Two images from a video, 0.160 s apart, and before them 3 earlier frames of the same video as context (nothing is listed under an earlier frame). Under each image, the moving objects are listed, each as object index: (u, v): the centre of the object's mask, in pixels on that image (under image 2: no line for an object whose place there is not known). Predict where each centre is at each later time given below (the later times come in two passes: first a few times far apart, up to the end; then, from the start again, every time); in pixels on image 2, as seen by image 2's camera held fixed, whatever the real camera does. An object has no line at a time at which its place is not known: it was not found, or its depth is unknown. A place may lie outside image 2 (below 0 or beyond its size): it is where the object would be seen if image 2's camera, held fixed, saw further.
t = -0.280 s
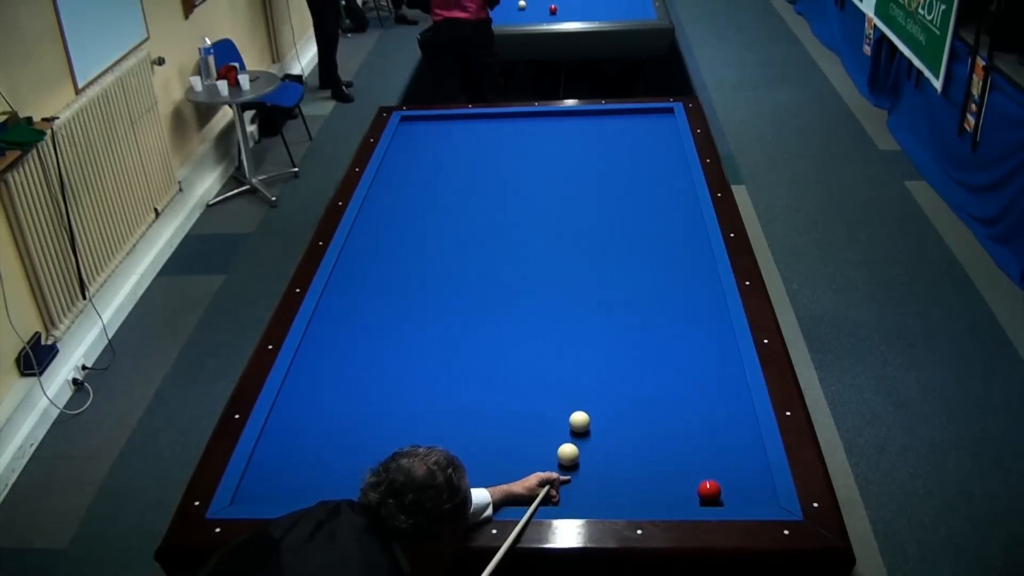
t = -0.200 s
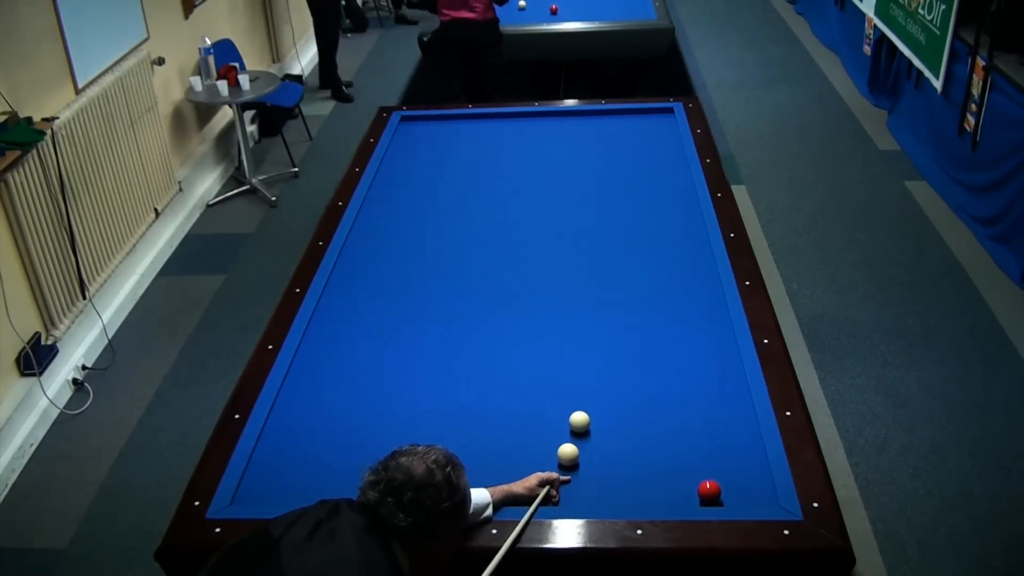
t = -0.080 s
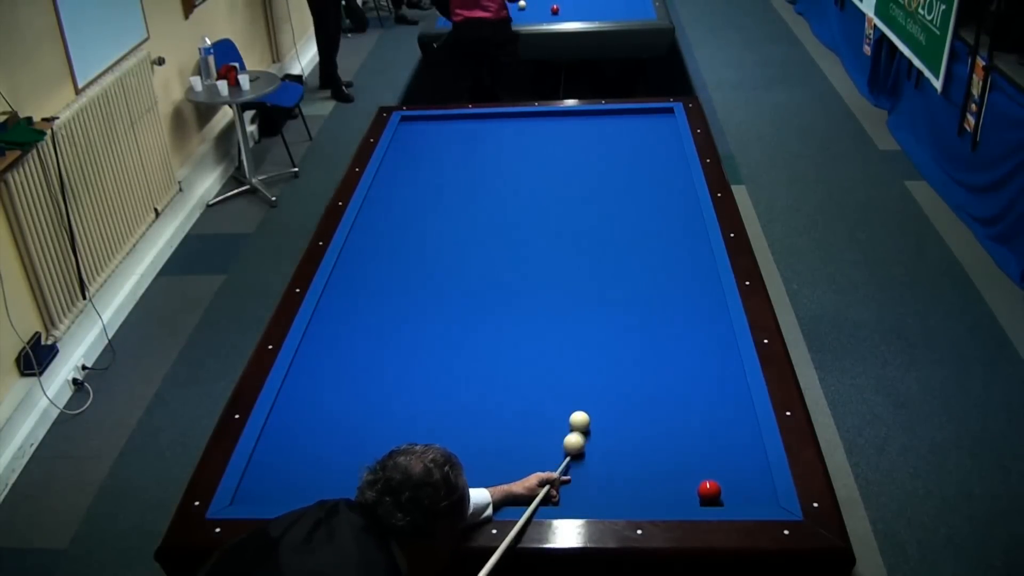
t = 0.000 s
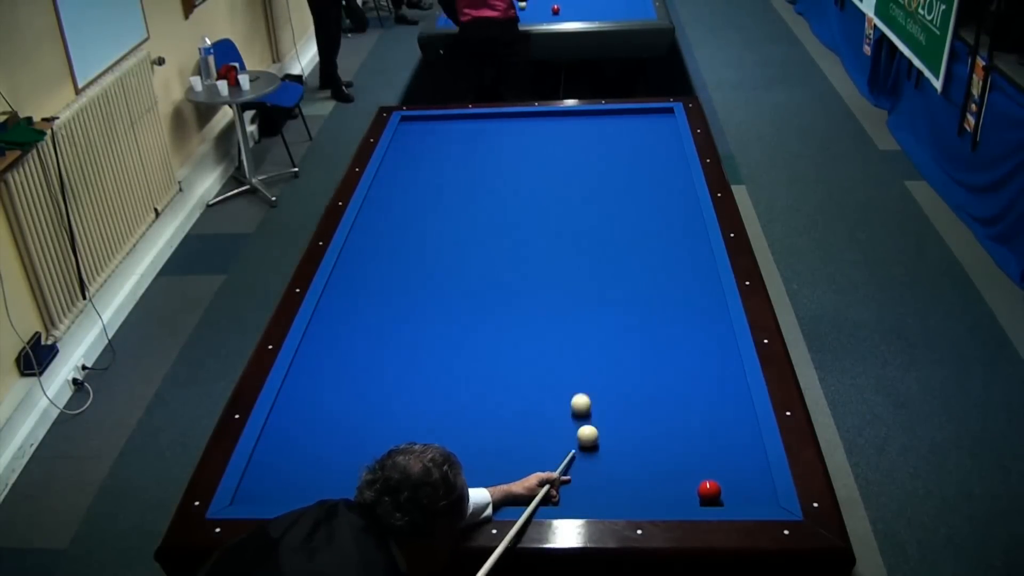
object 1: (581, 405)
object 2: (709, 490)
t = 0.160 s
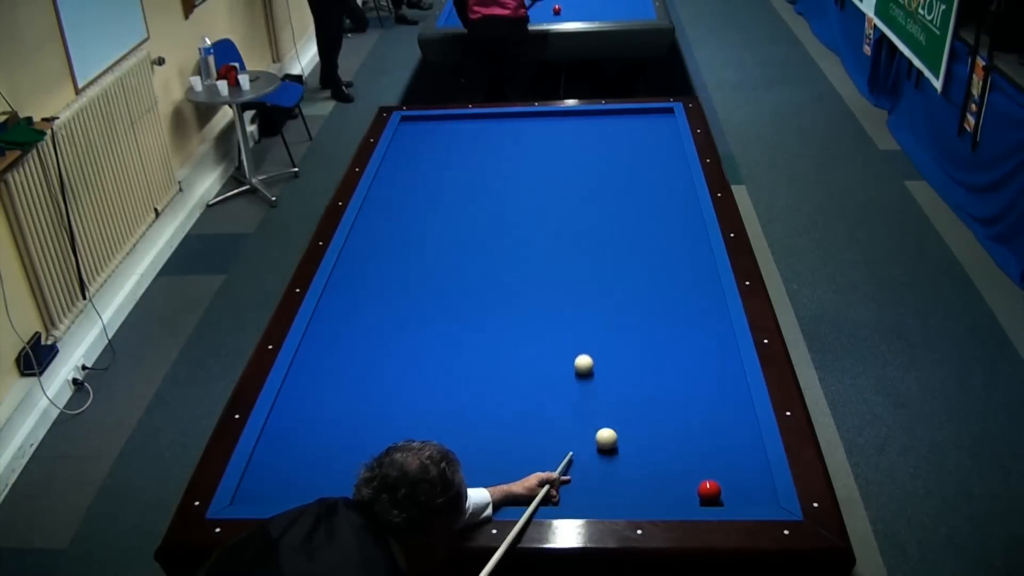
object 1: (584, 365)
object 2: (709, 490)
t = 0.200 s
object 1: (584, 356)
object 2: (709, 490)
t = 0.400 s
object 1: (587, 320)
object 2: (709, 490)
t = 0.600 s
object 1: (589, 288)
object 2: (709, 490)
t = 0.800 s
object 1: (591, 260)
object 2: (709, 491)
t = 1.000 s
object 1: (593, 234)
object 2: (709, 491)
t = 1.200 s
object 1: (595, 212)
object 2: (709, 491)
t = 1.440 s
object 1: (597, 187)
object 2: (709, 490)
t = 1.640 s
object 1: (598, 169)
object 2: (709, 490)
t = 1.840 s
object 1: (599, 152)
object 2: (709, 490)
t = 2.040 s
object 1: (600, 137)
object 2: (709, 490)
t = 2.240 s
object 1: (601, 122)
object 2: (709, 491)
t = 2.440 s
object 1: (602, 114)
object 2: (709, 491)
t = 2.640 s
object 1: (604, 123)
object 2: (705, 491)
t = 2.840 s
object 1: (606, 131)
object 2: (701, 491)
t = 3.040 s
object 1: (608, 139)
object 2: (697, 492)
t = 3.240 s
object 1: (610, 147)
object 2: (694, 491)
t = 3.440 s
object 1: (612, 155)
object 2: (691, 492)
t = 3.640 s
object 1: (614, 164)
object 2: (690, 492)
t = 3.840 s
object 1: (618, 172)
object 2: (689, 492)
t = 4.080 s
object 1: (619, 183)
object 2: (691, 492)
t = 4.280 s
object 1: (621, 193)
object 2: (688, 492)
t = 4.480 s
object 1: (624, 202)
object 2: (689, 492)
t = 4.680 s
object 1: (626, 211)
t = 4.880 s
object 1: (629, 221)
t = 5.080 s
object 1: (631, 231)
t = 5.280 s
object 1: (633, 241)
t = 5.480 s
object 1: (636, 251)
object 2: (689, 491)
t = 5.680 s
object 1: (639, 262)
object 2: (689, 492)
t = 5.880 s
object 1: (641, 272)
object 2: (689, 492)
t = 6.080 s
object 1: (644, 282)
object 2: (689, 492)
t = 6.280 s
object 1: (647, 293)
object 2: (689, 492)
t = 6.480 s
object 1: (649, 304)
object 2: (689, 492)
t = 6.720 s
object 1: (653, 317)
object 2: (689, 492)
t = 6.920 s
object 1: (656, 328)
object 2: (689, 492)
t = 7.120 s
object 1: (659, 339)
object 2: (689, 492)
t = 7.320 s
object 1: (662, 350)
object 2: (689, 492)
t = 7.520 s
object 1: (664, 361)
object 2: (689, 492)
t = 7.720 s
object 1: (667, 372)
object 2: (689, 492)
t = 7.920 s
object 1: (670, 384)
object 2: (689, 492)
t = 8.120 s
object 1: (672, 395)
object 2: (689, 492)
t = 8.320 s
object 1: (674, 406)
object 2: (689, 492)
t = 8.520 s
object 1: (677, 417)
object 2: (689, 492)
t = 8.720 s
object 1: (679, 429)
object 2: (689, 492)
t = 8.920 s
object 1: (682, 439)
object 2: (688, 491)
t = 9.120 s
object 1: (684, 450)
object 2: (687, 491)
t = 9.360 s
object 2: (684, 490)
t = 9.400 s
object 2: (684, 490)
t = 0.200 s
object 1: (584, 356)
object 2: (709, 490)
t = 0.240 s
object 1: (585, 348)
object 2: (709, 490)
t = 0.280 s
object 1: (585, 341)
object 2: (709, 490)
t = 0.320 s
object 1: (586, 334)
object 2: (709, 490)
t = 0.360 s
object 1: (586, 327)
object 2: (709, 490)
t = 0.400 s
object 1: (587, 320)
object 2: (709, 490)
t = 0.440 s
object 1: (587, 313)
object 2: (709, 490)
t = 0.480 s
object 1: (588, 307)
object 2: (709, 490)
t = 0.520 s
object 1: (588, 300)
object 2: (709, 490)
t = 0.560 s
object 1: (589, 294)
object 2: (709, 490)
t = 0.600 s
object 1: (589, 288)
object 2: (709, 490)
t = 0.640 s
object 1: (590, 282)
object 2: (709, 490)
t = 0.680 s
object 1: (590, 276)
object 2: (709, 490)
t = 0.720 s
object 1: (591, 270)
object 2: (709, 490)
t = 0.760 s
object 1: (591, 265)
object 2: (709, 490)
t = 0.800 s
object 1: (591, 260)
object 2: (709, 491)
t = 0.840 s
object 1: (592, 254)
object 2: (709, 491)
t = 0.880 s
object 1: (592, 249)
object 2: (709, 491)
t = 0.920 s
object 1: (592, 244)
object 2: (709, 491)
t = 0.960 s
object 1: (593, 239)
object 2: (709, 491)
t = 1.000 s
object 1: (593, 234)
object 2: (709, 491)
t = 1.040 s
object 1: (594, 230)
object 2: (709, 491)
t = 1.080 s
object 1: (594, 225)
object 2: (709, 491)
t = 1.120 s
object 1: (594, 220)
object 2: (709, 491)
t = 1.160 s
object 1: (594, 216)
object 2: (709, 491)
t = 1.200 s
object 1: (595, 212)
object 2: (709, 491)
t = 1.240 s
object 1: (595, 207)
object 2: (709, 491)
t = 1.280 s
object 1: (595, 203)
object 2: (709, 491)
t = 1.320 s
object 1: (596, 199)
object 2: (709, 491)
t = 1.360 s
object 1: (596, 195)
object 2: (709, 490)
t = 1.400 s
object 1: (596, 191)
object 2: (709, 490)
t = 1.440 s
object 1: (597, 187)
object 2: (709, 490)
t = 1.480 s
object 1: (597, 183)
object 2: (709, 491)
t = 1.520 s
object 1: (597, 179)
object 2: (709, 491)
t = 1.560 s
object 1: (597, 176)
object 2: (709, 490)
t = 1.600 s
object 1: (598, 172)
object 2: (709, 490)
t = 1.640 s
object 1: (598, 169)
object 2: (709, 490)
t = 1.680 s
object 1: (598, 165)
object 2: (709, 490)
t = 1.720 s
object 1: (598, 162)
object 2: (709, 490)
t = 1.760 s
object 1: (599, 159)
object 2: (709, 490)
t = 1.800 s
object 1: (599, 155)
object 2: (709, 490)
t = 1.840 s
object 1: (599, 152)
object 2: (709, 490)
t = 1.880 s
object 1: (599, 149)
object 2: (709, 490)
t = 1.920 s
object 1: (599, 146)
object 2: (709, 490)
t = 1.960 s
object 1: (600, 143)
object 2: (709, 490)
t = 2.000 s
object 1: (600, 140)
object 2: (709, 491)
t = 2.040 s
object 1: (600, 137)
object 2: (709, 490)
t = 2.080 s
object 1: (600, 134)
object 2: (709, 491)
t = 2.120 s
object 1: (600, 131)
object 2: (709, 491)
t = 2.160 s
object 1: (601, 128)
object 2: (709, 491)
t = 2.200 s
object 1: (601, 125)
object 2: (709, 490)
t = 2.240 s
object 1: (601, 122)
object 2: (709, 491)
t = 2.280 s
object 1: (601, 120)
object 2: (709, 490)
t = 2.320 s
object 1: (601, 117)
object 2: (709, 490)
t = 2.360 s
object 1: (601, 114)
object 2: (709, 491)
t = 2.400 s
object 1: (602, 112)
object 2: (709, 491)
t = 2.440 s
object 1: (602, 114)
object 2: (709, 491)
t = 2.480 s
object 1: (603, 116)
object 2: (709, 491)
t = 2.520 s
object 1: (603, 118)
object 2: (708, 491)
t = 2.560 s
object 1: (603, 120)
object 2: (707, 491)
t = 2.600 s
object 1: (604, 121)
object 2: (707, 491)
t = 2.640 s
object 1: (604, 123)
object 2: (705, 491)
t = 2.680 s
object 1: (605, 125)
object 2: (704, 491)
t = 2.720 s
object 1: (605, 126)
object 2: (703, 491)
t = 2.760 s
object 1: (605, 127)
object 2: (703, 491)
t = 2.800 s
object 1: (606, 129)
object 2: (702, 491)
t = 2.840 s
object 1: (606, 131)
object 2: (701, 491)
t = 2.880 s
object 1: (606, 132)
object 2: (700, 492)
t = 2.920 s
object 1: (607, 134)
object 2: (699, 492)
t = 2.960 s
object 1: (608, 135)
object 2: (699, 492)
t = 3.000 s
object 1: (608, 137)
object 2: (698, 492)
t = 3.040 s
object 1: (608, 139)
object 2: (697, 492)
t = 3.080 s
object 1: (608, 140)
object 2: (696, 492)
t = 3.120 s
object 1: (609, 142)
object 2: (696, 492)
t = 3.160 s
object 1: (609, 144)
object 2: (695, 491)
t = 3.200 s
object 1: (610, 145)
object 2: (694, 492)
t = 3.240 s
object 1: (610, 147)
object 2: (694, 491)
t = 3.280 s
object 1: (610, 149)
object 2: (693, 491)
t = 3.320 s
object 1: (611, 150)
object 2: (693, 492)
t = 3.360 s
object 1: (611, 152)
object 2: (692, 492)
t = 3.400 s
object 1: (612, 154)
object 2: (692, 492)
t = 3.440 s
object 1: (612, 155)
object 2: (691, 492)
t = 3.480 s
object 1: (613, 157)
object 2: (691, 492)
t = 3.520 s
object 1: (613, 159)
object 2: (691, 492)
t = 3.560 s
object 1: (613, 160)
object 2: (690, 492)
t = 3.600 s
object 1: (614, 162)
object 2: (690, 492)
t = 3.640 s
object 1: (614, 164)
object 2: (690, 492)
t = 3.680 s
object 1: (615, 166)
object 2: (690, 492)
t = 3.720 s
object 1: (615, 167)
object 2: (689, 492)
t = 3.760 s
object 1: (616, 169)
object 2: (689, 492)
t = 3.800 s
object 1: (616, 171)
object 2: (689, 492)
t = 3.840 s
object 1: (618, 172)
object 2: (689, 492)
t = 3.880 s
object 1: (617, 174)
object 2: (689, 492)
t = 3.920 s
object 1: (617, 176)
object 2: (688, 492)
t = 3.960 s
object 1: (618, 178)
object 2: (688, 492)
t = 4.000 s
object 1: (618, 180)
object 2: (688, 492)
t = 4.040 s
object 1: (619, 182)
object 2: (688, 492)
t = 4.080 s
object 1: (619, 183)
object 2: (691, 492)
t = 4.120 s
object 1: (620, 185)
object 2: (683, 490)
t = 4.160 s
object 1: (620, 187)
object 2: (688, 492)
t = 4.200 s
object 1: (620, 189)
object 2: (689, 492)
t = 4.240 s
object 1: (621, 191)
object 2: (688, 492)
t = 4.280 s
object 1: (621, 193)
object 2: (688, 492)
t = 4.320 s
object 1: (622, 194)
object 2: (689, 492)
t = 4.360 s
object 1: (622, 196)
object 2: (689, 492)
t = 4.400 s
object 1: (623, 198)
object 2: (689, 492)
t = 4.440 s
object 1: (623, 200)
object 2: (689, 492)
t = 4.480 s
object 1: (624, 202)
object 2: (689, 492)
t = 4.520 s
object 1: (624, 204)
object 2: (690, 492)
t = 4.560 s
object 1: (624, 206)
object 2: (693, 490)
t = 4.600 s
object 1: (625, 207)
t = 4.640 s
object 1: (626, 209)
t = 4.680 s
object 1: (626, 211)
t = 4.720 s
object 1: (627, 213)
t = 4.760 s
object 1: (627, 215)
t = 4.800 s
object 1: (627, 217)
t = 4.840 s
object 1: (628, 219)
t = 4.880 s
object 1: (629, 221)
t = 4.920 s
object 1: (629, 223)
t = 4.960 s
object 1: (630, 225)
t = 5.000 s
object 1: (630, 227)
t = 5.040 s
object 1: (631, 229)
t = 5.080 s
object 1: (631, 231)
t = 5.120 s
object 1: (631, 233)
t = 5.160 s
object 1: (632, 235)
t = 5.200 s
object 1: (632, 237)
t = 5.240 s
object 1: (633, 239)
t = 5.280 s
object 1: (633, 241)
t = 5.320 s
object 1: (634, 243)
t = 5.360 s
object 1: (634, 245)
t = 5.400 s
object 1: (635, 247)
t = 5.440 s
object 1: (635, 249)
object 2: (689, 488)
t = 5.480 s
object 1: (636, 251)
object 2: (689, 491)
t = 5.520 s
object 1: (636, 253)
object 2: (689, 491)
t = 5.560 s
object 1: (637, 255)
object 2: (689, 492)
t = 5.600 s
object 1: (638, 257)
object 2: (689, 492)
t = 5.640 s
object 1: (638, 259)
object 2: (689, 492)
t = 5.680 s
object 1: (639, 262)
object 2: (689, 492)
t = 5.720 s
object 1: (639, 264)
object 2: (689, 492)
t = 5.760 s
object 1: (640, 266)
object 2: (689, 492)
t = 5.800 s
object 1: (640, 268)
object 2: (689, 492)
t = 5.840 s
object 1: (640, 270)
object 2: (689, 492)
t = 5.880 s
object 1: (641, 272)
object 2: (689, 492)
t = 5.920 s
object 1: (642, 274)
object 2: (689, 492)
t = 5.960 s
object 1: (642, 276)
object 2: (689, 492)
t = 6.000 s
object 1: (643, 278)
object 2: (689, 492)
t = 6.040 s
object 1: (643, 280)
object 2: (689, 492)
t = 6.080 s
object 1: (644, 282)
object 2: (689, 492)
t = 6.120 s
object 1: (645, 285)
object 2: (689, 492)
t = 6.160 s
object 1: (645, 287)
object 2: (689, 492)
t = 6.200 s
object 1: (646, 289)
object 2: (689, 492)
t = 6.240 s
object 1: (646, 291)
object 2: (689, 492)
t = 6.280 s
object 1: (647, 293)
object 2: (689, 492)
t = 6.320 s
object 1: (647, 296)
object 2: (689, 492)
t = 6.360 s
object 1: (648, 297)
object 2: (689, 492)
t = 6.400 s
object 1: (648, 300)
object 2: (689, 492)
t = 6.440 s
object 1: (649, 302)
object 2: (689, 492)
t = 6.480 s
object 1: (649, 304)
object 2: (689, 492)
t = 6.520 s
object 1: (650, 306)
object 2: (689, 492)
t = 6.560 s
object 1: (651, 308)
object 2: (689, 492)
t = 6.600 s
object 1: (651, 311)
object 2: (689, 492)
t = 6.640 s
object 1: (652, 313)
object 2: (689, 492)
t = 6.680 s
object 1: (652, 315)
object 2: (689, 492)
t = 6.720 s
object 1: (653, 317)
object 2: (689, 492)
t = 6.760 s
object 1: (653, 319)
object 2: (689, 492)
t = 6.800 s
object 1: (654, 321)
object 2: (689, 492)
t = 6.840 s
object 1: (655, 324)
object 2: (689, 491)
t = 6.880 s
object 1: (655, 326)
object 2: (689, 492)
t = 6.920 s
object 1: (656, 328)
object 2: (689, 492)
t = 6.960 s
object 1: (656, 330)
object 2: (689, 492)
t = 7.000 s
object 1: (657, 332)
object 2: (689, 491)
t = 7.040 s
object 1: (657, 334)
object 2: (689, 492)
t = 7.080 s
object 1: (658, 336)
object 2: (689, 492)
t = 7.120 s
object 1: (659, 339)
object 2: (689, 492)
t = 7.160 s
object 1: (659, 341)
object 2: (689, 492)
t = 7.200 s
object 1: (660, 343)
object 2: (689, 492)
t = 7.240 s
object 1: (660, 345)
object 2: (689, 492)
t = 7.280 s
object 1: (661, 348)
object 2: (689, 492)
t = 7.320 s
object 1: (662, 350)
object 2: (689, 492)
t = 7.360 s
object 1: (662, 352)
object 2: (689, 492)
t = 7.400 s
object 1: (663, 354)
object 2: (689, 492)
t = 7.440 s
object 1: (663, 356)
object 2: (689, 492)
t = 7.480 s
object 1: (664, 359)
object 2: (689, 491)
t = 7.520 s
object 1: (664, 361)
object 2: (689, 492)
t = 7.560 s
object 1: (665, 363)
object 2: (689, 492)
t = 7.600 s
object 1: (666, 366)
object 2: (689, 492)
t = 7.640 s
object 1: (666, 368)
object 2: (689, 491)
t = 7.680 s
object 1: (667, 370)
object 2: (689, 492)
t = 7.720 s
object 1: (667, 372)
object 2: (689, 492)
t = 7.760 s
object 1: (668, 375)
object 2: (689, 492)
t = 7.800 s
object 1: (668, 377)
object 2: (689, 492)
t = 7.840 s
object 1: (669, 379)
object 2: (689, 492)
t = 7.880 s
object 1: (669, 382)
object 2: (689, 492)
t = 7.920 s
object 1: (670, 384)
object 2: (689, 492)
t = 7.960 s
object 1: (670, 386)
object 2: (689, 492)
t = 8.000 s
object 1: (671, 388)
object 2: (689, 492)
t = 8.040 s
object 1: (671, 390)
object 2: (689, 492)
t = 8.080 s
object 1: (672, 393)
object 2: (689, 492)
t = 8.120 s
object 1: (672, 395)
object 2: (689, 492)
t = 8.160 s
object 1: (673, 397)
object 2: (689, 492)
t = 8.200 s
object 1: (673, 400)
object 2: (689, 492)
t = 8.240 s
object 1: (674, 402)
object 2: (689, 492)
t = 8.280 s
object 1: (674, 404)
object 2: (689, 492)
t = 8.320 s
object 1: (674, 406)
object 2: (689, 492)
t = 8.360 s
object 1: (675, 408)
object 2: (688, 492)
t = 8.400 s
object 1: (675, 411)
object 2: (688, 492)
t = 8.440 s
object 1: (676, 413)
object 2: (689, 492)
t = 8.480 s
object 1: (676, 415)
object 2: (689, 492)
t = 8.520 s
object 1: (677, 417)
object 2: (689, 492)
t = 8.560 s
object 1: (677, 420)
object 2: (689, 492)
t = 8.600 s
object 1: (678, 422)
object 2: (689, 492)
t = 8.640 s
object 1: (678, 424)
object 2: (689, 492)
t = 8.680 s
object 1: (679, 426)
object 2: (689, 492)
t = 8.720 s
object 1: (679, 429)
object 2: (689, 492)
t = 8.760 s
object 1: (680, 431)
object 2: (689, 492)
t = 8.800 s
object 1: (680, 433)
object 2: (689, 492)
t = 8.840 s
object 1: (681, 435)
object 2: (689, 492)
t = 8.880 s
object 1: (681, 437)
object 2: (688, 492)
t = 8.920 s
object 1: (682, 439)
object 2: (688, 491)
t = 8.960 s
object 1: (682, 442)
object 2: (688, 491)
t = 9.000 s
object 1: (683, 444)
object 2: (688, 491)
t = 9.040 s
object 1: (683, 446)
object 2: (688, 491)
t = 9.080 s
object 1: (683, 448)
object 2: (688, 491)
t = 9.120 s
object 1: (684, 450)
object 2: (687, 491)
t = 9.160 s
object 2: (687, 491)
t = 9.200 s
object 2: (687, 491)
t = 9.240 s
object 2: (686, 491)
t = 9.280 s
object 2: (686, 491)
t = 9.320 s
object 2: (685, 491)
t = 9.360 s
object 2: (684, 490)
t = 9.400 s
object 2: (684, 490)
